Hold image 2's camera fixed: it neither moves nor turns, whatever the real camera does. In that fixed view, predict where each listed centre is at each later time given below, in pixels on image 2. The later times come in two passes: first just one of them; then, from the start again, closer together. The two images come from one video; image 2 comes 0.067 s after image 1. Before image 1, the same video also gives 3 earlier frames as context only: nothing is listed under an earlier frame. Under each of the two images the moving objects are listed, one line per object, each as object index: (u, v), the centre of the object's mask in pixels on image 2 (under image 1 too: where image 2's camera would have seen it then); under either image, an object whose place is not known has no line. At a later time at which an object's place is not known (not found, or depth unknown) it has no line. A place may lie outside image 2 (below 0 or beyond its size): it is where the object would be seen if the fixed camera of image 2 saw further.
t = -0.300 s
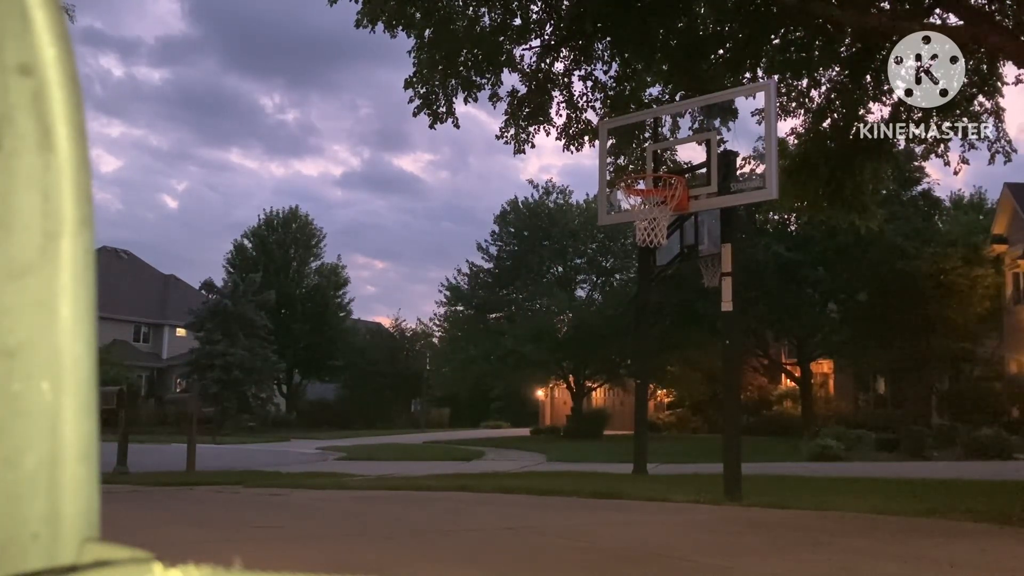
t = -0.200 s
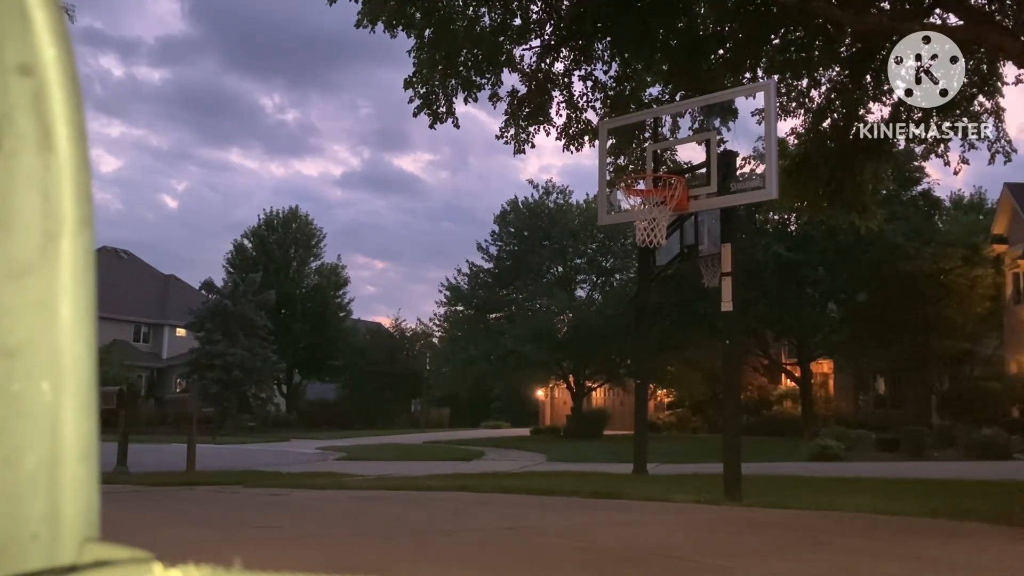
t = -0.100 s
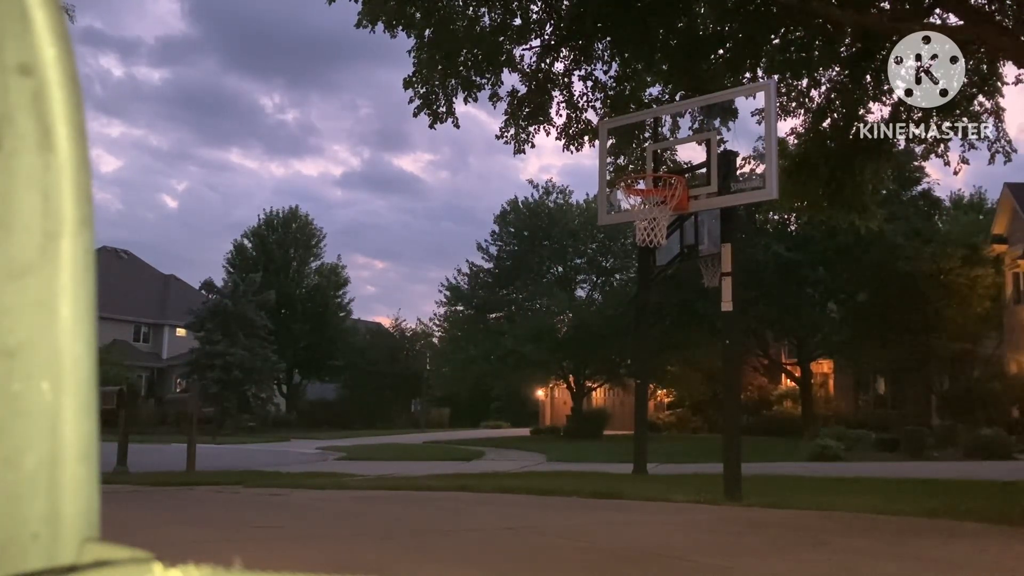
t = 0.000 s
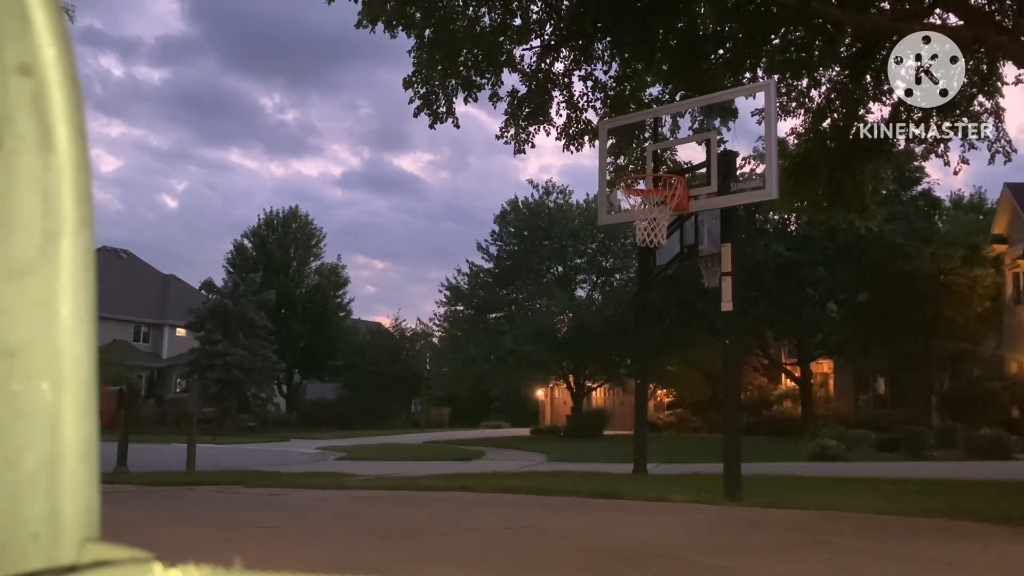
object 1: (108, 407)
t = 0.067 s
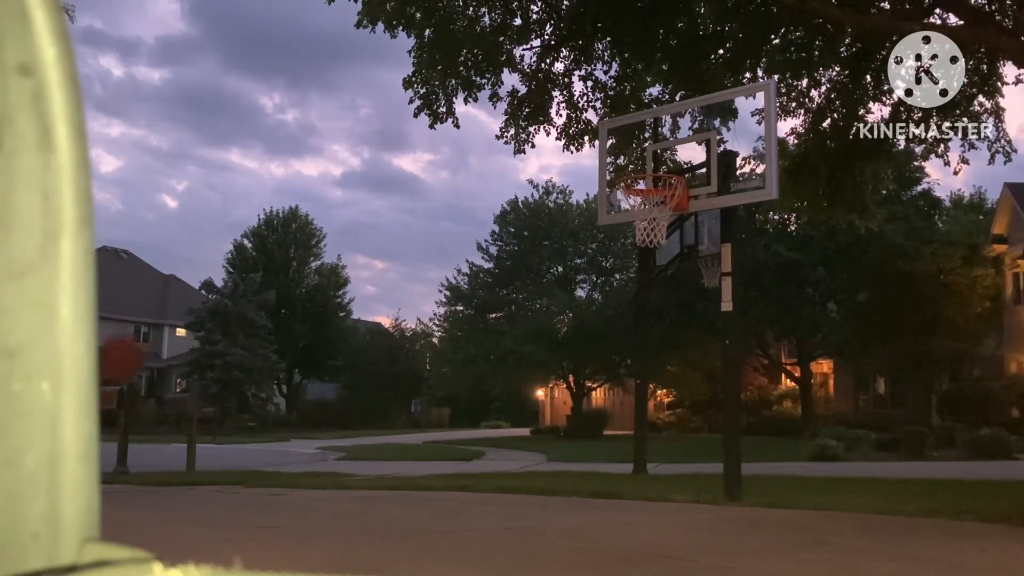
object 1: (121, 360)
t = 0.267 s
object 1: (211, 249)
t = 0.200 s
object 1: (183, 275)
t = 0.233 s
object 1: (197, 261)
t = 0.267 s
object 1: (211, 249)
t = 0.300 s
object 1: (225, 239)
